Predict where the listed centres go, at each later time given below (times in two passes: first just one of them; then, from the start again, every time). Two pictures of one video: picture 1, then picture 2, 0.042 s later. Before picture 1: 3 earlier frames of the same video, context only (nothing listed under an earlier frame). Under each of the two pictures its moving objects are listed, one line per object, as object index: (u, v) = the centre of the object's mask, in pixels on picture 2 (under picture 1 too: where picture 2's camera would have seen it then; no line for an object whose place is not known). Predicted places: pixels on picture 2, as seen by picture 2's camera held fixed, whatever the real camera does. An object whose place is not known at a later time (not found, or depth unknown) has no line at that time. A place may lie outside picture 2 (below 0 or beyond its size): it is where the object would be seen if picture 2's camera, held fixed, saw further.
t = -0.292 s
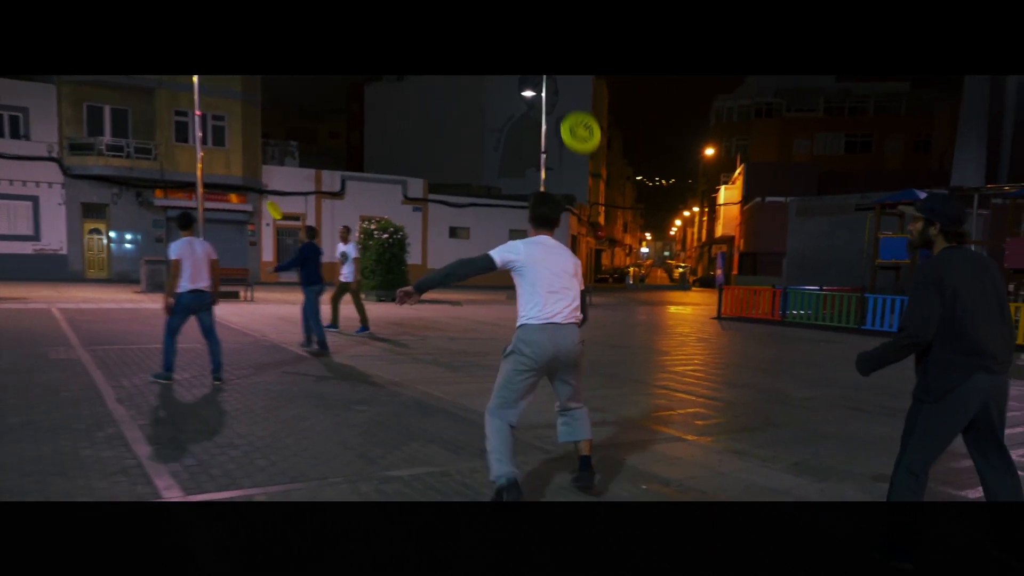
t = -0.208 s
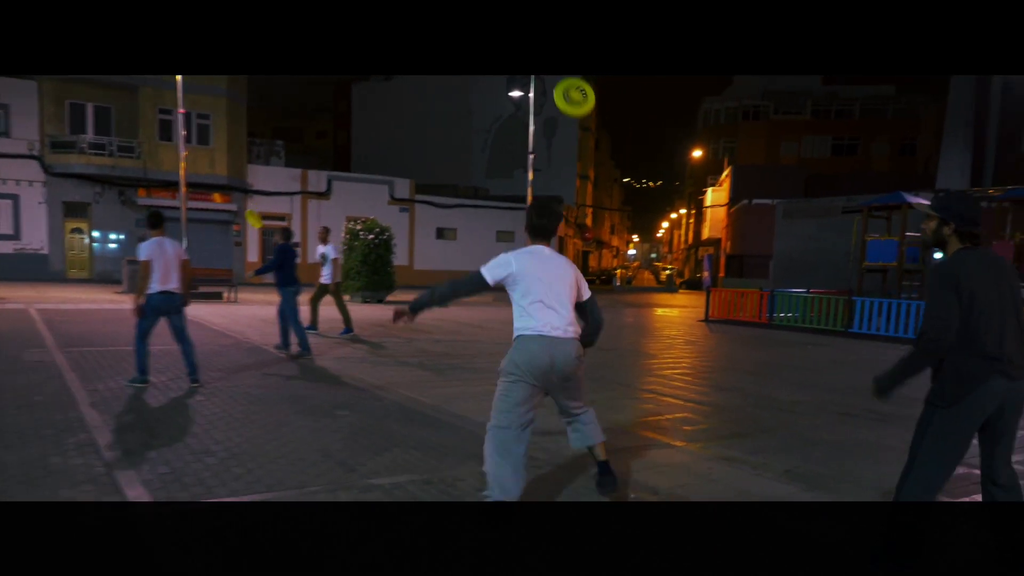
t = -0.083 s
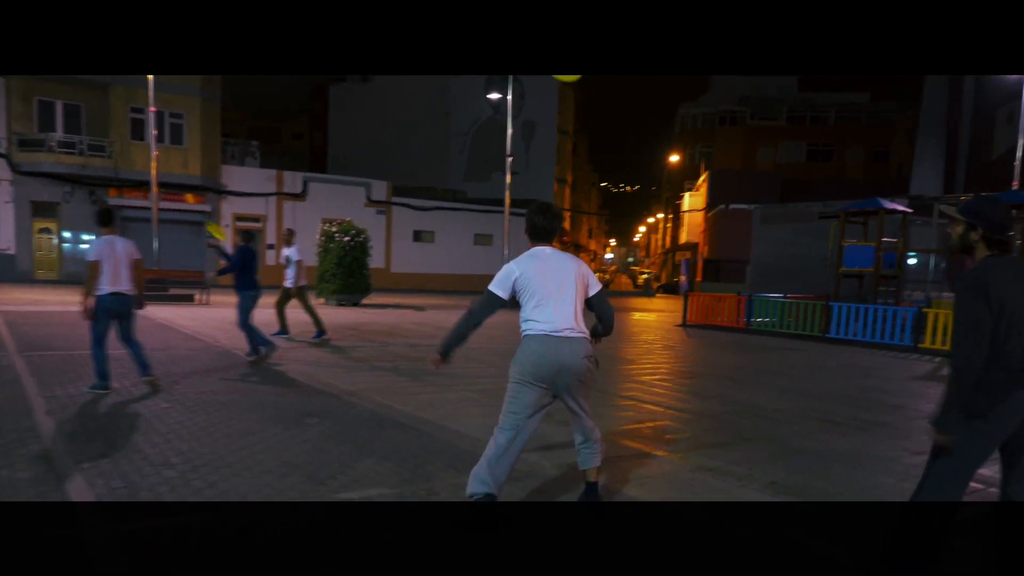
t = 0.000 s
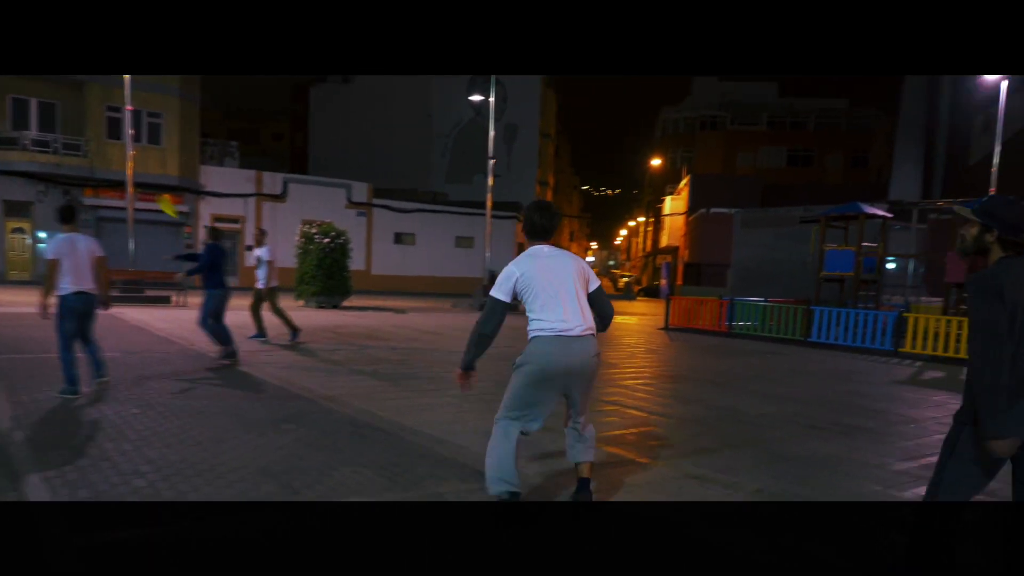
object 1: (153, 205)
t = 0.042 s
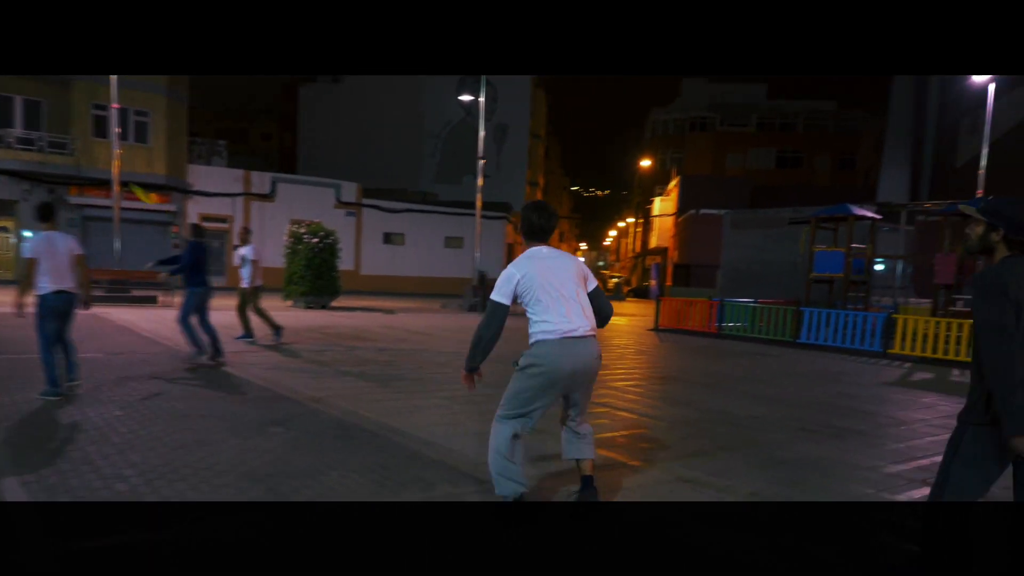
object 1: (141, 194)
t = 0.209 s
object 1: (99, 159)
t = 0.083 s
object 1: (130, 185)
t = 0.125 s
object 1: (120, 175)
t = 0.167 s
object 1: (108, 166)
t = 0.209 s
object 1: (99, 159)
